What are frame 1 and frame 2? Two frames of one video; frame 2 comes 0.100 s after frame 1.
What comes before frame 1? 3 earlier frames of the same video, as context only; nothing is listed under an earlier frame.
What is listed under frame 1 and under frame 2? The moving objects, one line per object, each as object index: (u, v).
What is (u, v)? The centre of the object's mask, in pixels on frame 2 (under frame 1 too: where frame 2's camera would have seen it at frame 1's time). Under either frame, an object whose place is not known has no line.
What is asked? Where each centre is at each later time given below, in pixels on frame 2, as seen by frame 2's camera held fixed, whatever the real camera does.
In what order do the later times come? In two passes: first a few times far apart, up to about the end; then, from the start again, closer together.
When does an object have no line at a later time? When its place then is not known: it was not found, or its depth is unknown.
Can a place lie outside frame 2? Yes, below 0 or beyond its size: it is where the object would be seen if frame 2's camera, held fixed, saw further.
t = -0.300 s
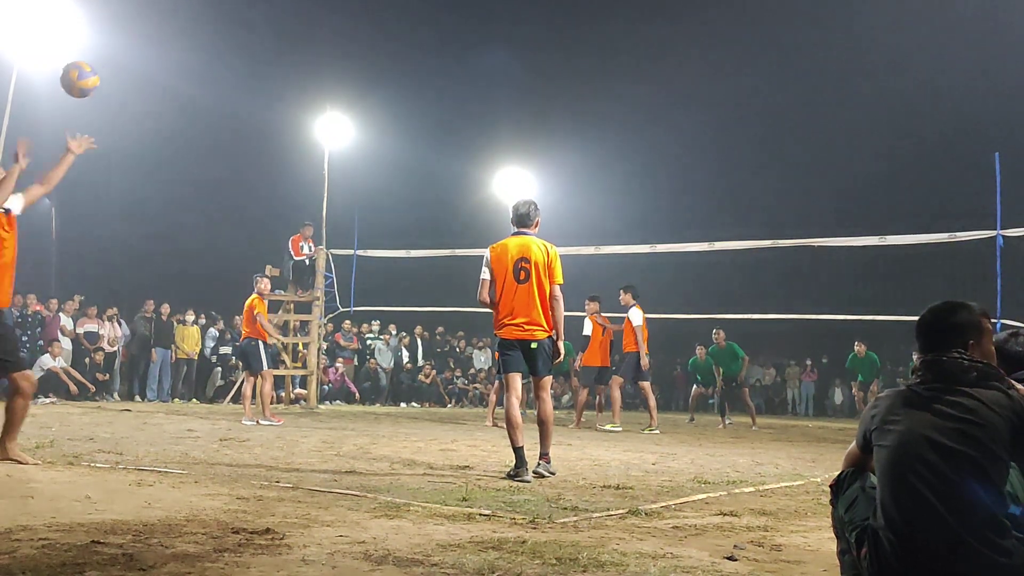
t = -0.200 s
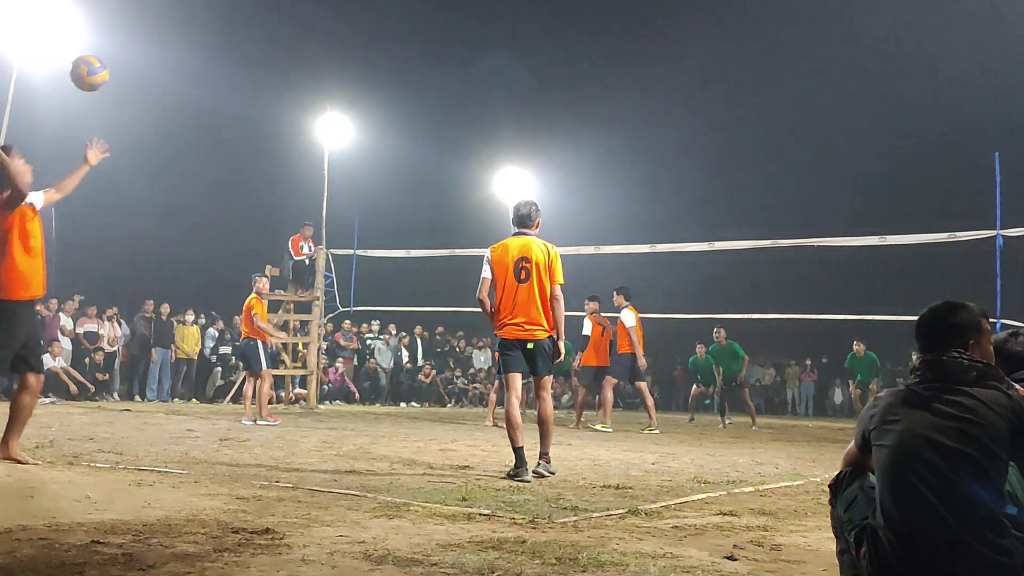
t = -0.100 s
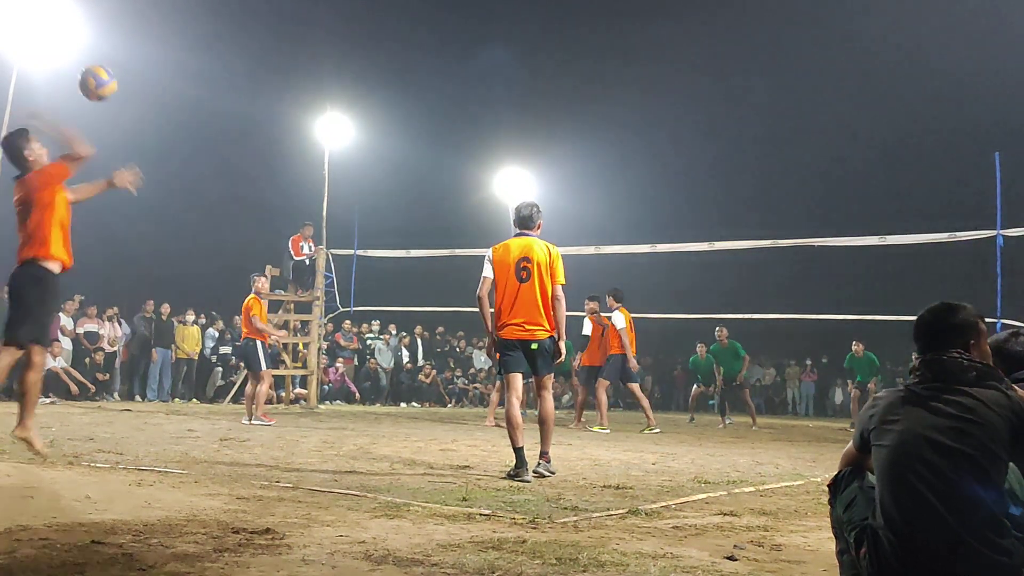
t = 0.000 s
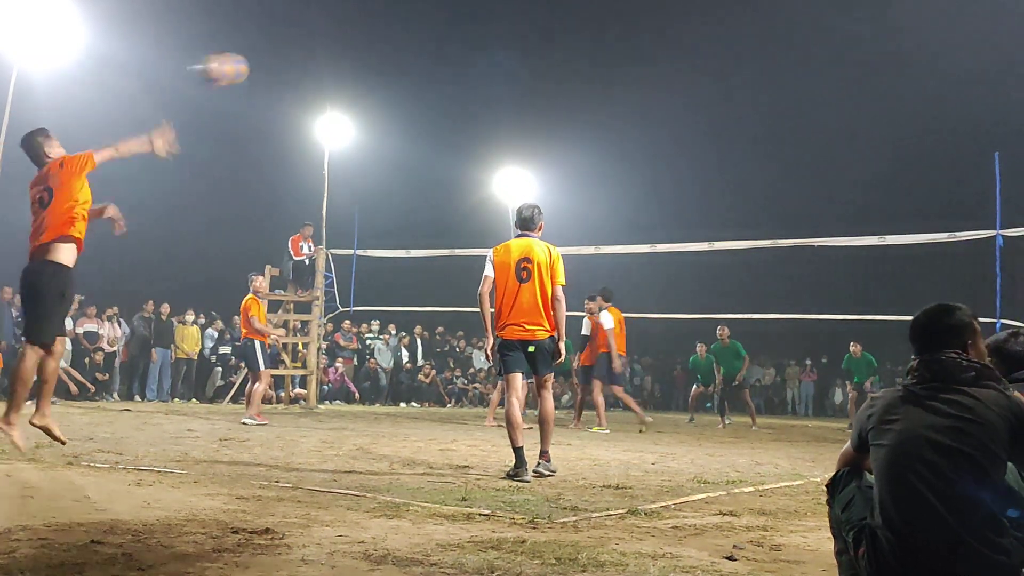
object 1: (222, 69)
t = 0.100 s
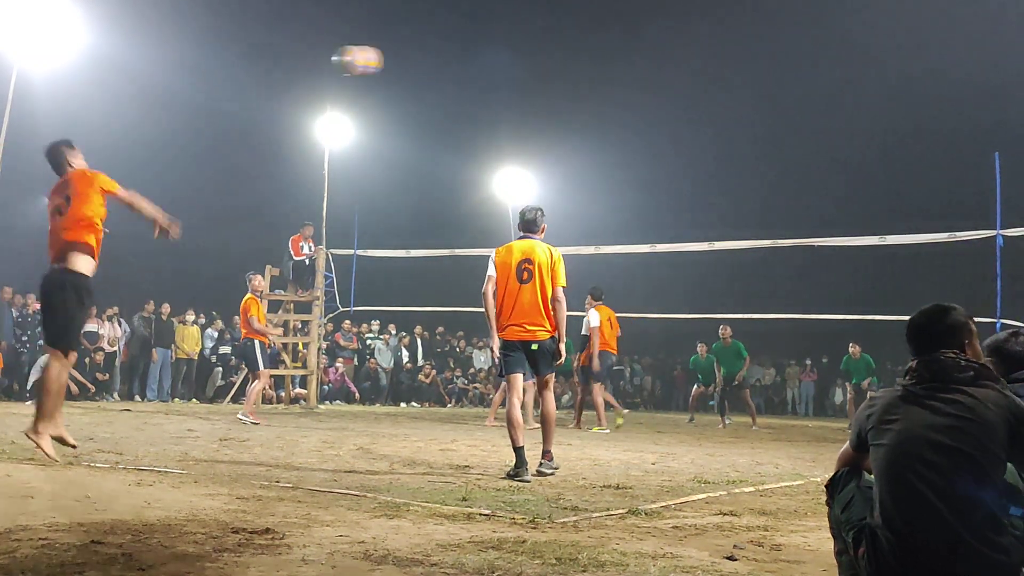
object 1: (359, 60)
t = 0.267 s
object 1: (521, 70)
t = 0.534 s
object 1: (692, 122)
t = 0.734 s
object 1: (785, 186)
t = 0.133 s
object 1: (397, 60)
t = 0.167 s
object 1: (432, 62)
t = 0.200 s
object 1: (465, 64)
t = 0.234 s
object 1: (494, 66)
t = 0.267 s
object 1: (521, 70)
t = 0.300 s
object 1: (547, 74)
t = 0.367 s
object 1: (594, 85)
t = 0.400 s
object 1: (617, 91)
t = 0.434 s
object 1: (636, 98)
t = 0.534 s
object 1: (692, 122)
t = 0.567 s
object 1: (710, 132)
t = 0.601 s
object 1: (727, 141)
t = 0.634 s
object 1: (742, 151)
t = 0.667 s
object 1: (757, 162)
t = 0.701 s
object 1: (771, 173)
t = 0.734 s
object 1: (785, 186)
